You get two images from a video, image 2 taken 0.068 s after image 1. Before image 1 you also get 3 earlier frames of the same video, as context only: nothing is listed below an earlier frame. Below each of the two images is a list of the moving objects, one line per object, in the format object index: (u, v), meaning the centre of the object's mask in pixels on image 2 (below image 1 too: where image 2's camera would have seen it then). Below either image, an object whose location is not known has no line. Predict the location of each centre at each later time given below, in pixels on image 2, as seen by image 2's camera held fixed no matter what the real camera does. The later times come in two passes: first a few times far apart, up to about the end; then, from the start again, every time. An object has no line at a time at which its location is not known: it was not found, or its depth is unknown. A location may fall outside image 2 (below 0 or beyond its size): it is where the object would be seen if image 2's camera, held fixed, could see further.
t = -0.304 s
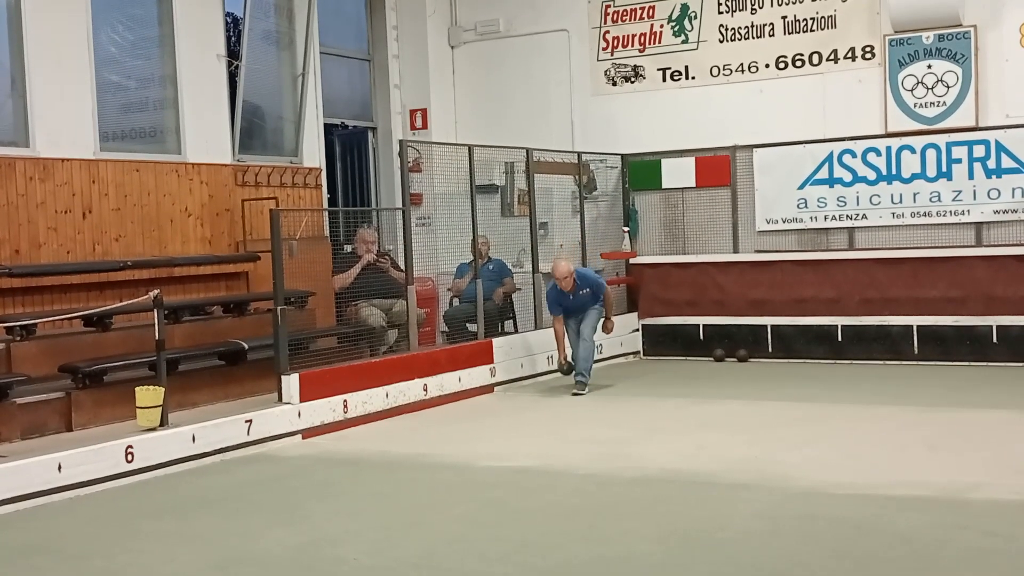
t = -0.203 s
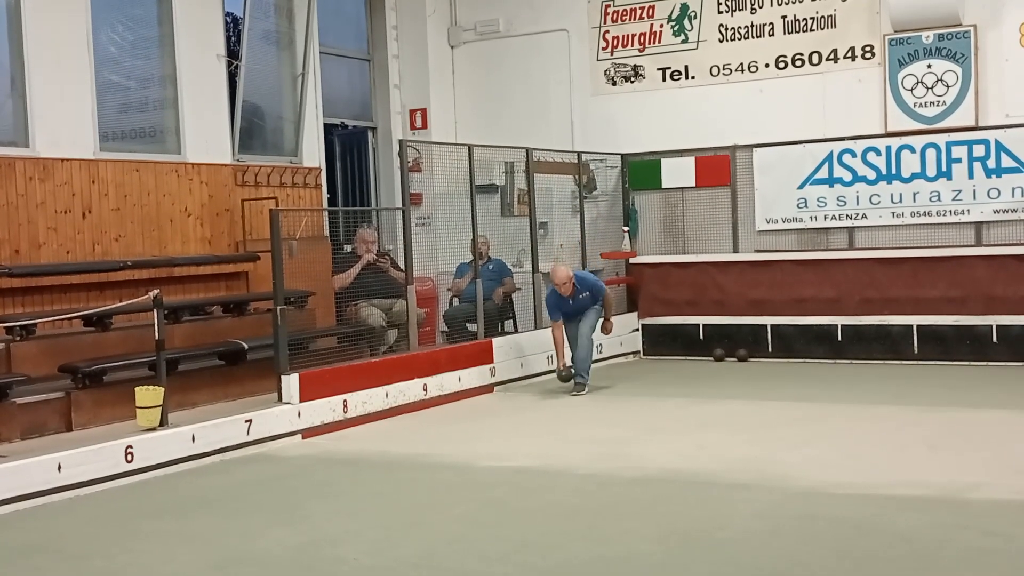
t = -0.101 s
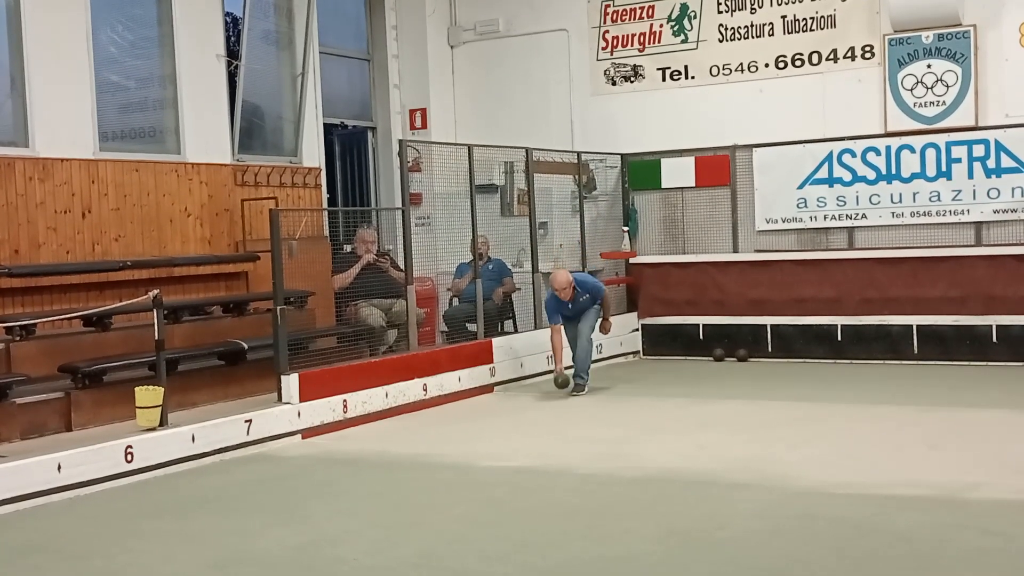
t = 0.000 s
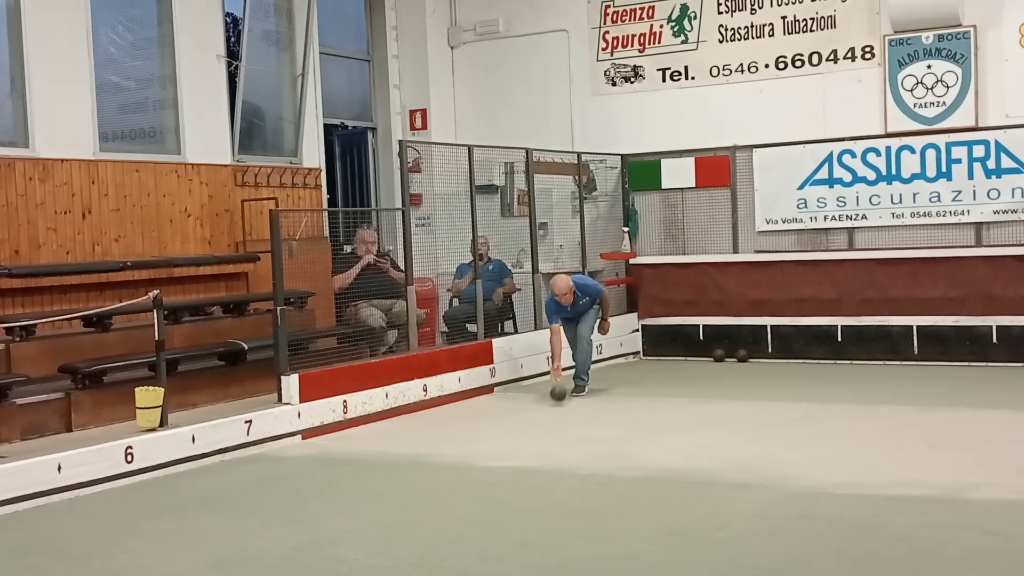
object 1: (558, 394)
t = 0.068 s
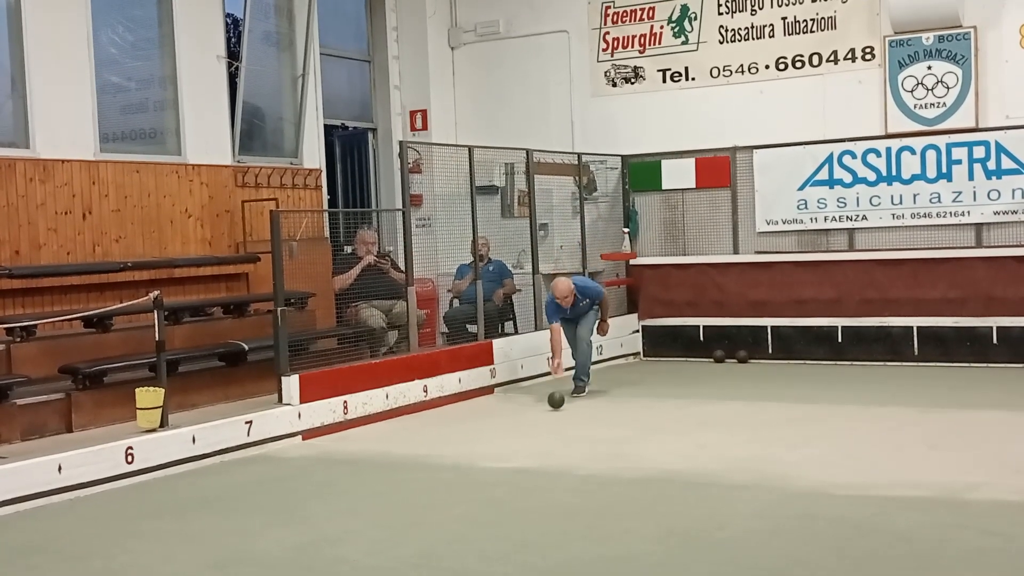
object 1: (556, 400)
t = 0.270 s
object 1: (549, 412)
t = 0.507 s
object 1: (540, 426)
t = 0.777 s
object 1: (529, 443)
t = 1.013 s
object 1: (517, 462)
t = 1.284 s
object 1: (500, 485)
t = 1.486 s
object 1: (484, 507)
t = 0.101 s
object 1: (555, 402)
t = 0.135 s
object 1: (554, 405)
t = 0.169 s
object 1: (552, 407)
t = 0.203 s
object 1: (551, 409)
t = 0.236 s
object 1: (550, 410)
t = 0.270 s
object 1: (549, 412)
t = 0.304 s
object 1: (548, 414)
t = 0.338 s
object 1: (547, 416)
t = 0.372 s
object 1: (546, 418)
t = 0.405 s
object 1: (544, 420)
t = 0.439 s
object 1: (543, 422)
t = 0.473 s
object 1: (542, 424)
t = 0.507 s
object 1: (540, 426)
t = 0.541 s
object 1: (539, 428)
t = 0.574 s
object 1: (538, 430)
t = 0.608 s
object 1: (536, 432)
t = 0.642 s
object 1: (535, 434)
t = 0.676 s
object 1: (534, 436)
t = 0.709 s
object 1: (532, 439)
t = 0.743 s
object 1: (531, 441)
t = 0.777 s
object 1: (529, 443)
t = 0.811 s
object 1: (527, 446)
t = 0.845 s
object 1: (526, 449)
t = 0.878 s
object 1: (524, 451)
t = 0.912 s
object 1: (522, 454)
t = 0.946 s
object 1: (520, 456)
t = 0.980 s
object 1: (519, 459)
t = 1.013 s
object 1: (517, 462)
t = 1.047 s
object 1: (515, 464)
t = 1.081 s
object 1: (513, 467)
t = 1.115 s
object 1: (511, 470)
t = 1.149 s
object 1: (508, 473)
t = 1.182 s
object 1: (506, 476)
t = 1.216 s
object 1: (504, 479)
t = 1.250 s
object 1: (502, 482)
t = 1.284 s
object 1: (500, 485)
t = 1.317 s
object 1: (497, 488)
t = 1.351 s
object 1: (495, 492)
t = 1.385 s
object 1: (493, 495)
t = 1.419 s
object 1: (490, 499)
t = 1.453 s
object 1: (487, 503)
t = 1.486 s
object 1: (484, 507)
